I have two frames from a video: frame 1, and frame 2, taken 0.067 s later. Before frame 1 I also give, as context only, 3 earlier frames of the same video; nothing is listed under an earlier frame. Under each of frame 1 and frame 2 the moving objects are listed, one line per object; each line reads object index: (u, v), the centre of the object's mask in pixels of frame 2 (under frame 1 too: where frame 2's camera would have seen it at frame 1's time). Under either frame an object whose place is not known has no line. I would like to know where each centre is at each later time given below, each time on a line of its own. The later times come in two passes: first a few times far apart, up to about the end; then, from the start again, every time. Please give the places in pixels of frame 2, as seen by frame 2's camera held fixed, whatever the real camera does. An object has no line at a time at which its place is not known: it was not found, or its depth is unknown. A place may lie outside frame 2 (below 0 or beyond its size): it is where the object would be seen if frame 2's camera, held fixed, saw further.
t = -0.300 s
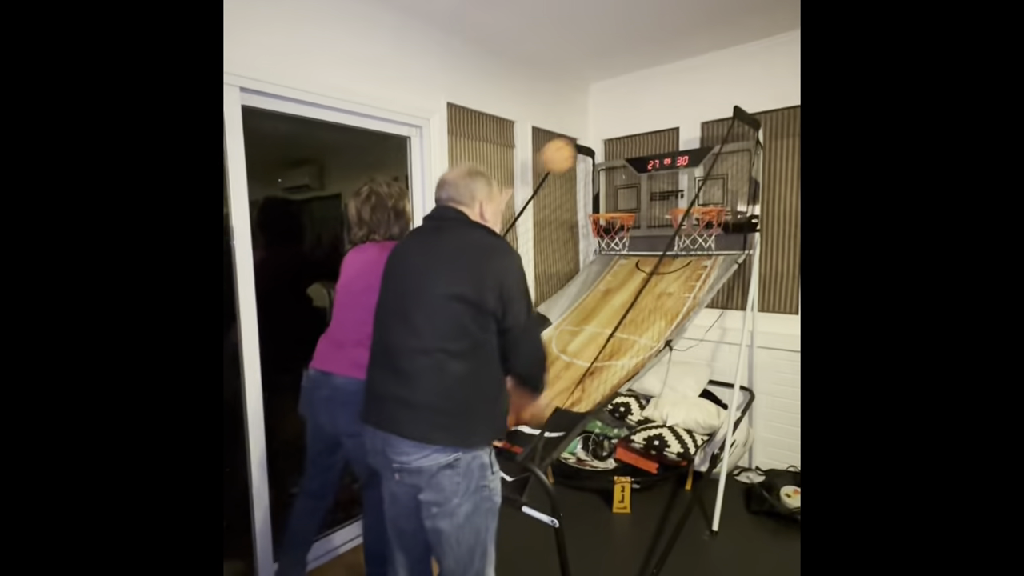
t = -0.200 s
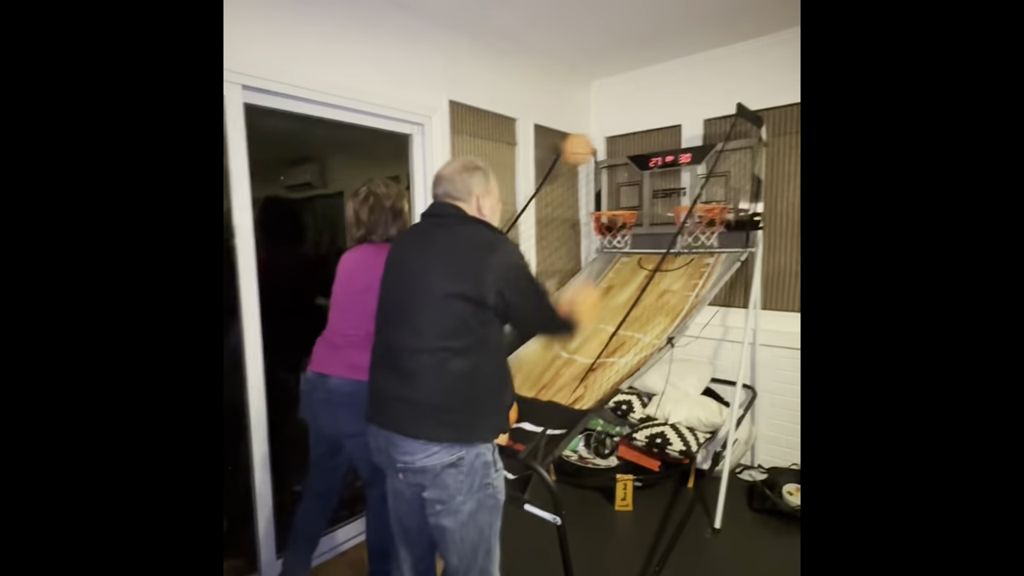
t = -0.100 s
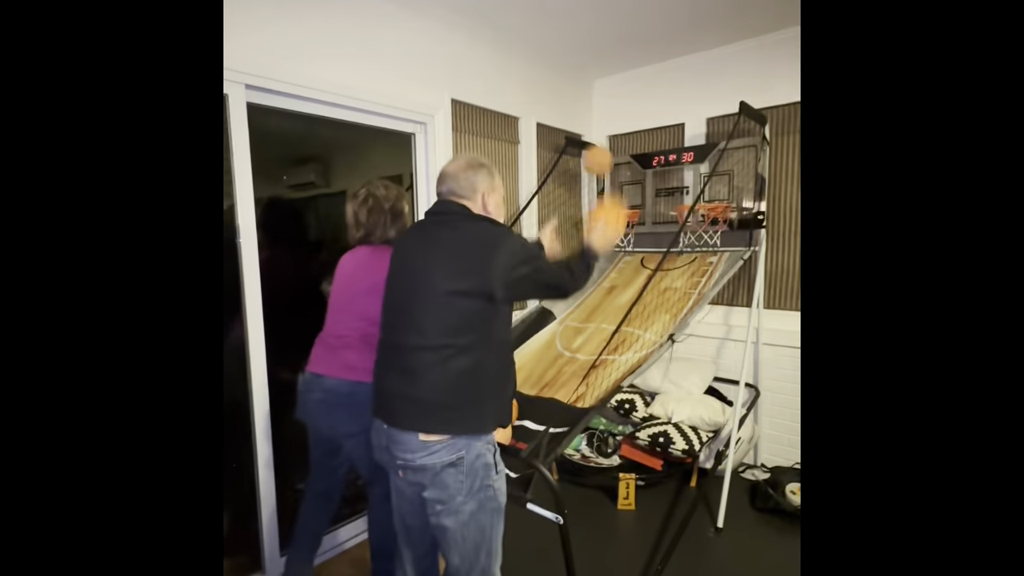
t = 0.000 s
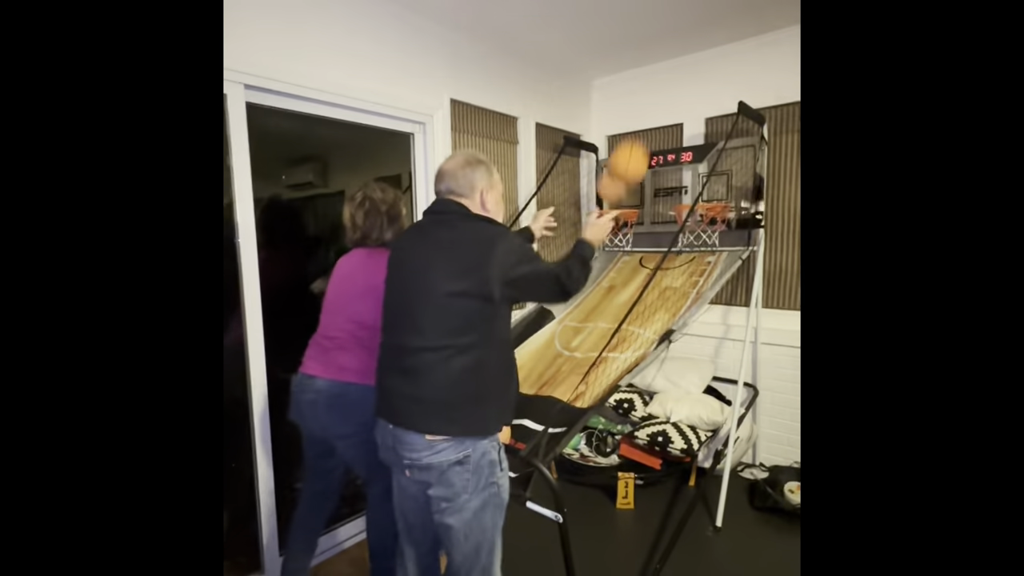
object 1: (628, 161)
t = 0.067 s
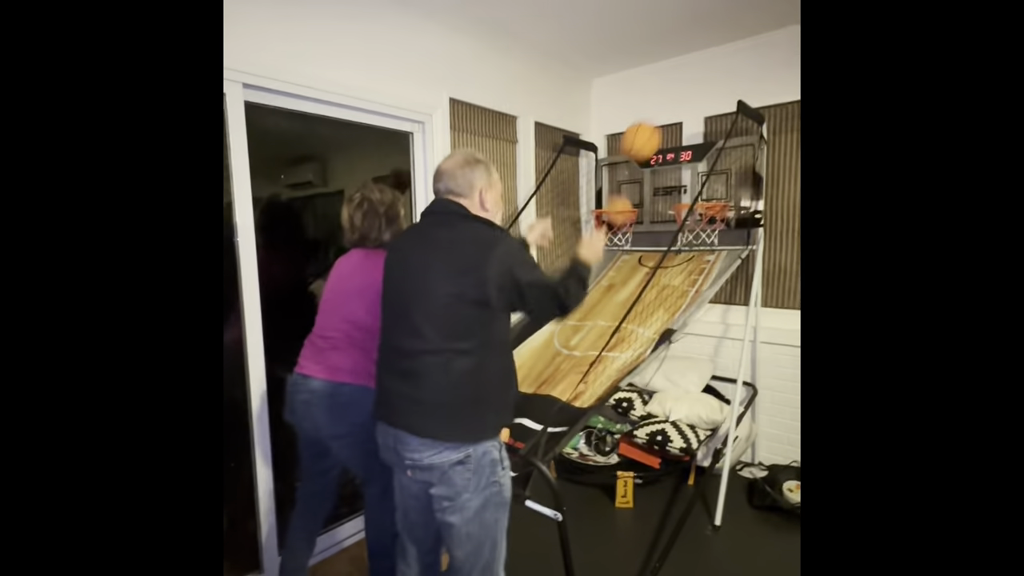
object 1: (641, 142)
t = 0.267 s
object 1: (673, 136)
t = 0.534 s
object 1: (689, 183)
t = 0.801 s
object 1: (667, 195)
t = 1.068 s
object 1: (635, 317)
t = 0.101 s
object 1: (647, 135)
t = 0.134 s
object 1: (653, 130)
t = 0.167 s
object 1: (659, 128)
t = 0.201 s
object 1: (664, 129)
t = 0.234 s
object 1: (669, 131)
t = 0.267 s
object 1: (673, 136)
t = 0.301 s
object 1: (678, 142)
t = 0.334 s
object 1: (683, 150)
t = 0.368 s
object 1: (688, 159)
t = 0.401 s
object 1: (692, 171)
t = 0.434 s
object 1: (697, 185)
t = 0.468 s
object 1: (695, 191)
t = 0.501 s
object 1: (693, 187)
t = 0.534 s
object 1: (689, 183)
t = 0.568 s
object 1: (688, 183)
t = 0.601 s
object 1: (685, 183)
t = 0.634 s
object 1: (682, 190)
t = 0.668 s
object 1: (679, 192)
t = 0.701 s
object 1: (677, 192)
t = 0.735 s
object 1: (674, 192)
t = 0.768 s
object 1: (671, 193)
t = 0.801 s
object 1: (667, 195)
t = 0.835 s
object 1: (664, 203)
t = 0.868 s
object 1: (660, 211)
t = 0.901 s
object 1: (656, 221)
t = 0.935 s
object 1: (651, 233)
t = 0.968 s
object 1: (646, 248)
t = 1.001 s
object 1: (640, 263)
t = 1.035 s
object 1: (643, 294)
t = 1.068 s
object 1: (635, 317)
